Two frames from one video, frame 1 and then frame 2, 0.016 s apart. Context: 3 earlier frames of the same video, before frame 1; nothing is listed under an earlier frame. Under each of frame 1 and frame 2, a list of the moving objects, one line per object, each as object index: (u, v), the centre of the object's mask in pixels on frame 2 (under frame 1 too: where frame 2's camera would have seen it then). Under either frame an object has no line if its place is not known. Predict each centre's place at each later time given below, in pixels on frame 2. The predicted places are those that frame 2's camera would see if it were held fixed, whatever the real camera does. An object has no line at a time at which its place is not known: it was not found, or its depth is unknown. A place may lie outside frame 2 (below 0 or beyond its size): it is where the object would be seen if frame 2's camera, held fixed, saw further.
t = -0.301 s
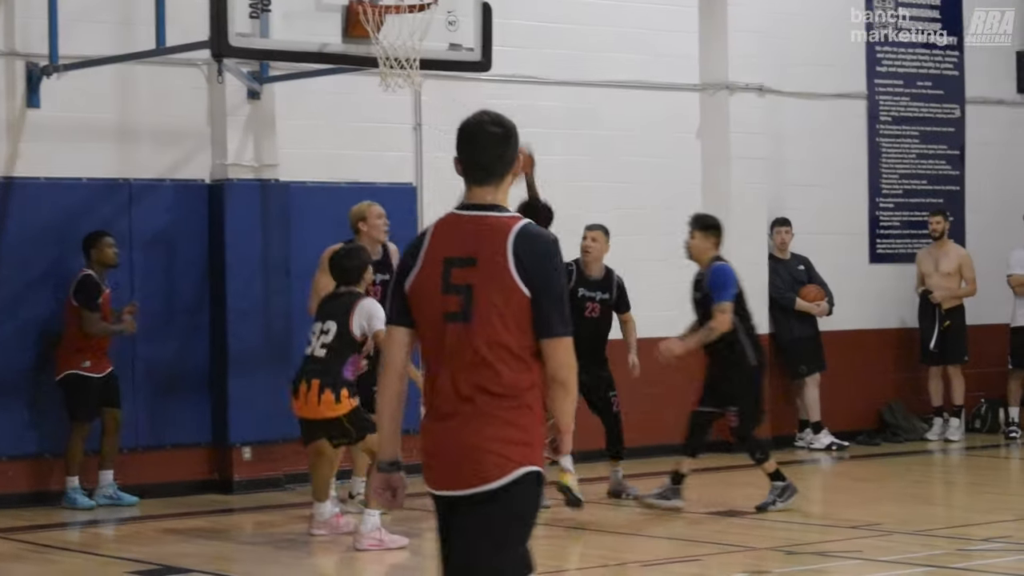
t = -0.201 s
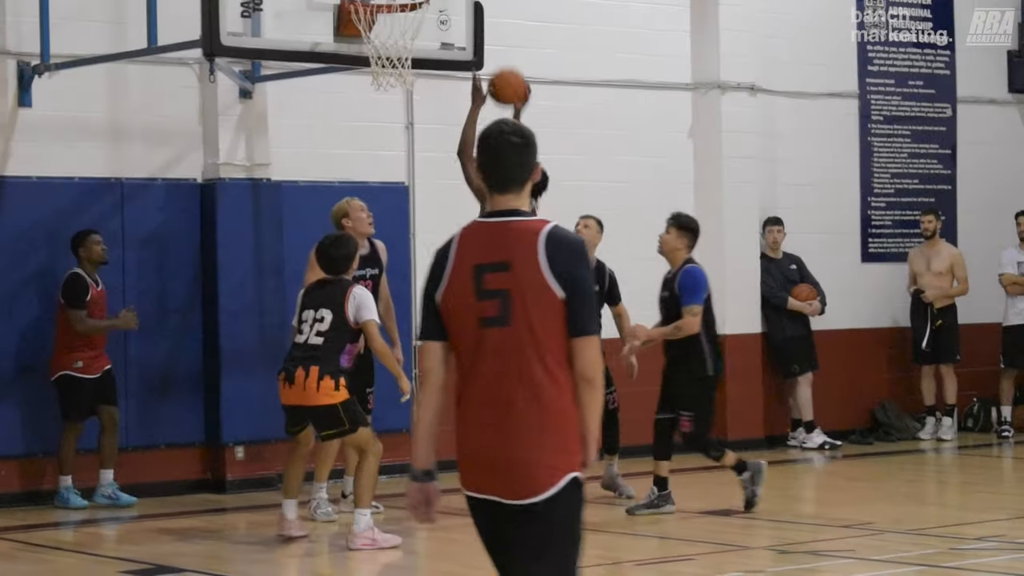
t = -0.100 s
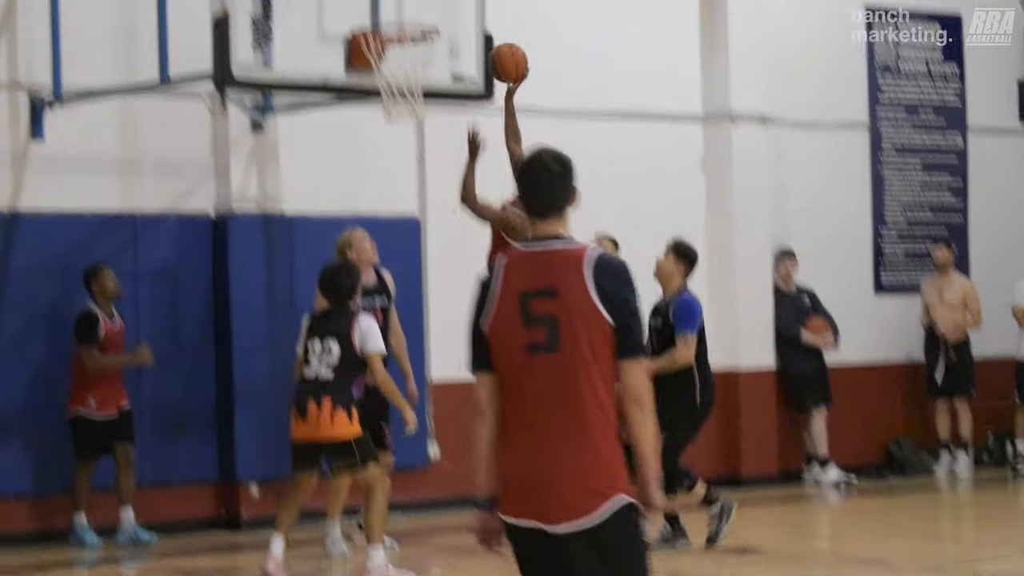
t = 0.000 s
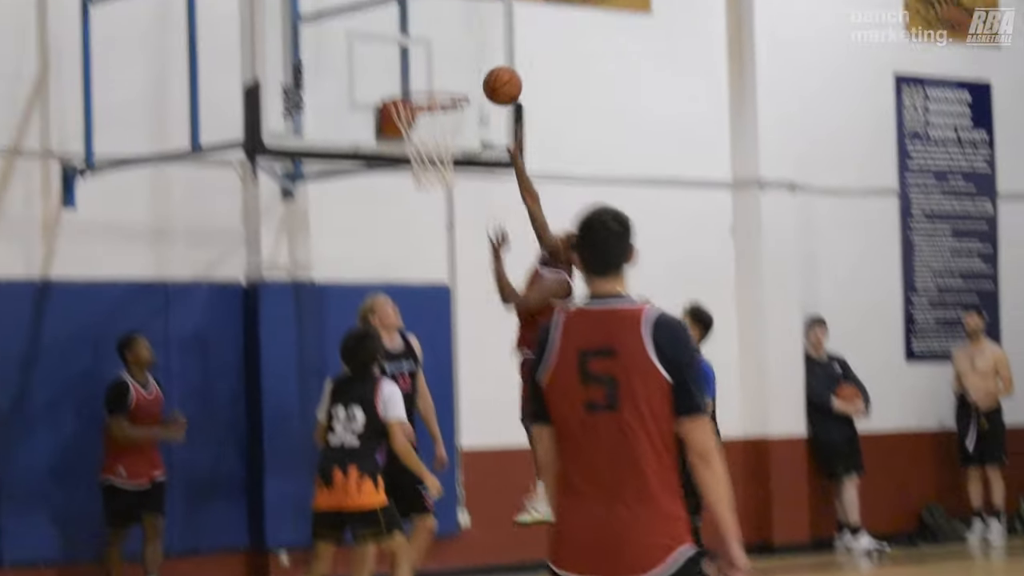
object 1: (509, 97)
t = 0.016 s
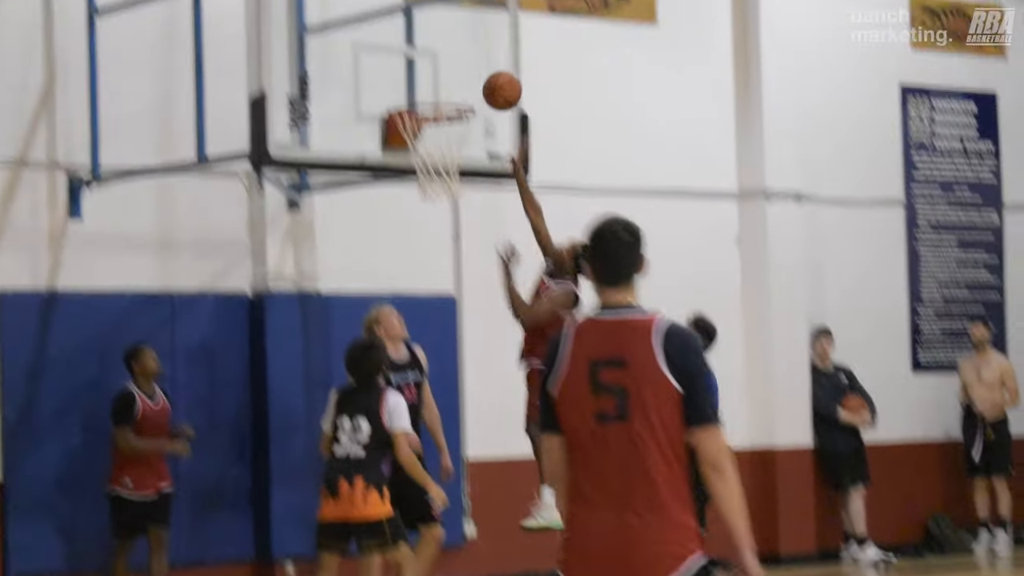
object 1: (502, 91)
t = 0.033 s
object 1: (496, 85)
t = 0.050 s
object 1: (489, 80)
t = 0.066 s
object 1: (483, 75)
